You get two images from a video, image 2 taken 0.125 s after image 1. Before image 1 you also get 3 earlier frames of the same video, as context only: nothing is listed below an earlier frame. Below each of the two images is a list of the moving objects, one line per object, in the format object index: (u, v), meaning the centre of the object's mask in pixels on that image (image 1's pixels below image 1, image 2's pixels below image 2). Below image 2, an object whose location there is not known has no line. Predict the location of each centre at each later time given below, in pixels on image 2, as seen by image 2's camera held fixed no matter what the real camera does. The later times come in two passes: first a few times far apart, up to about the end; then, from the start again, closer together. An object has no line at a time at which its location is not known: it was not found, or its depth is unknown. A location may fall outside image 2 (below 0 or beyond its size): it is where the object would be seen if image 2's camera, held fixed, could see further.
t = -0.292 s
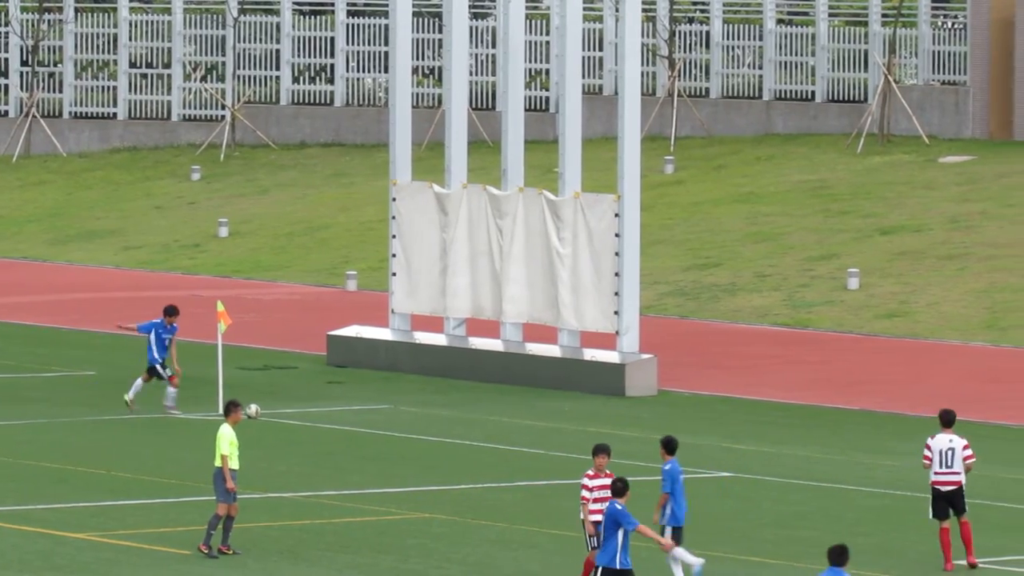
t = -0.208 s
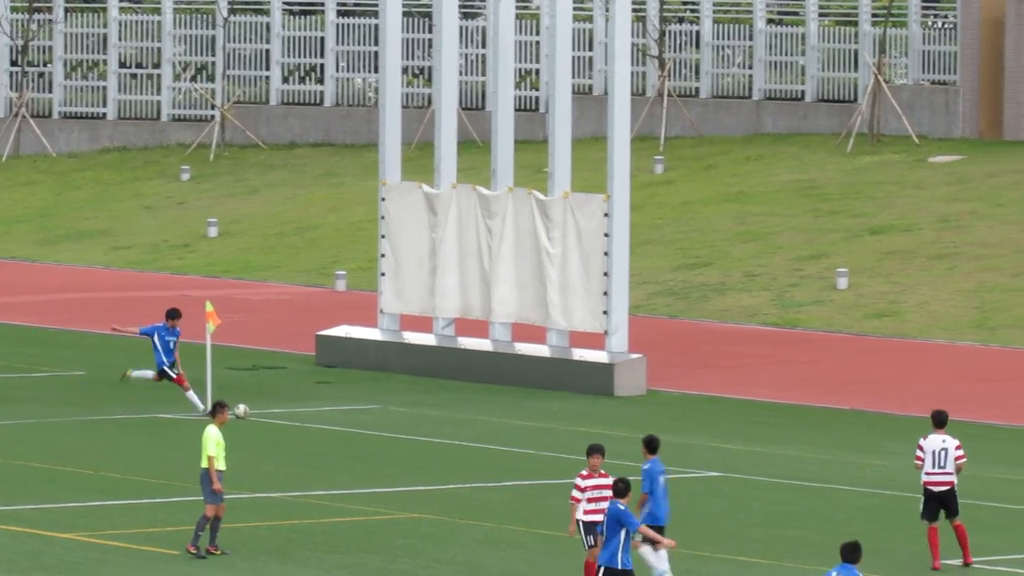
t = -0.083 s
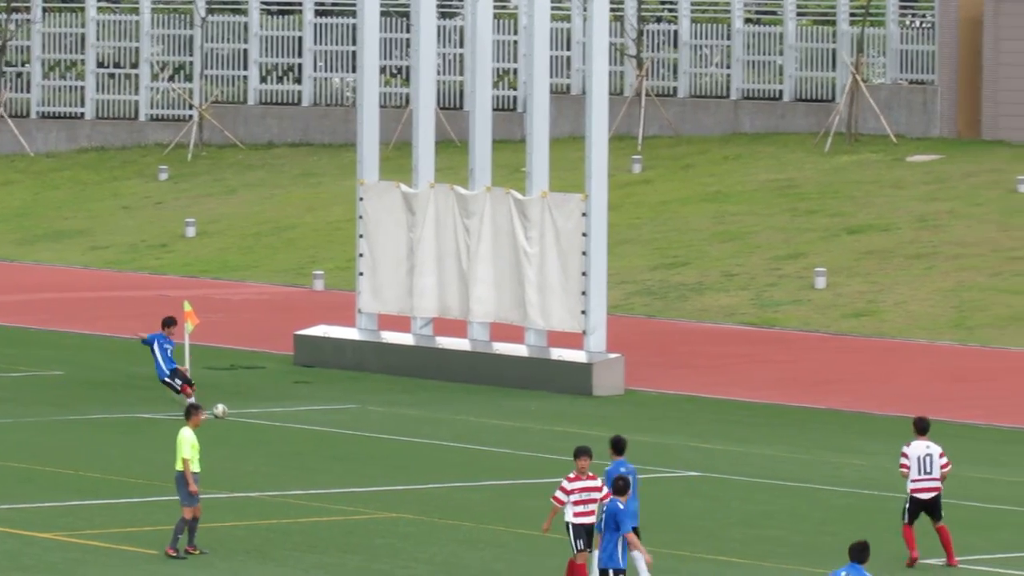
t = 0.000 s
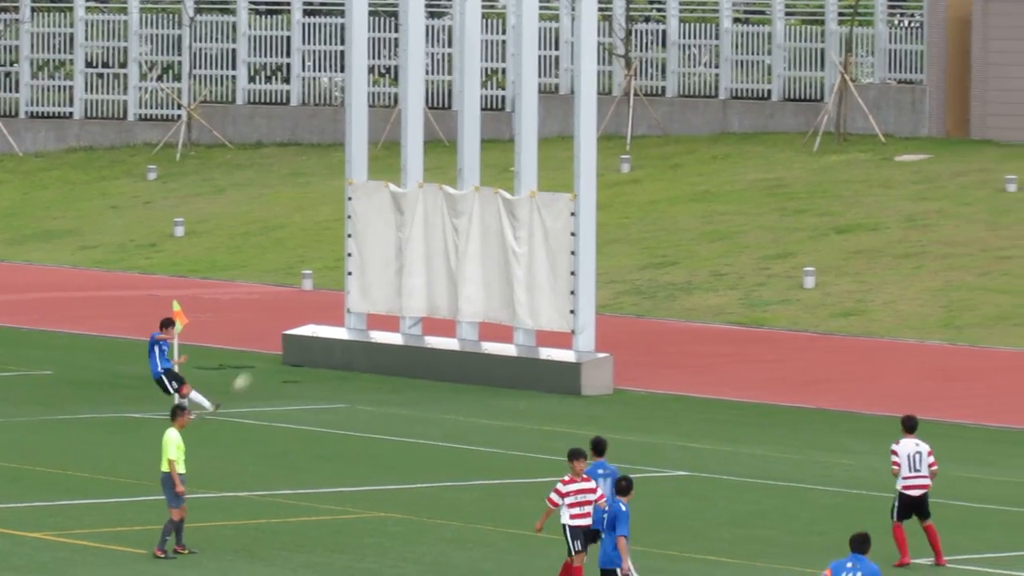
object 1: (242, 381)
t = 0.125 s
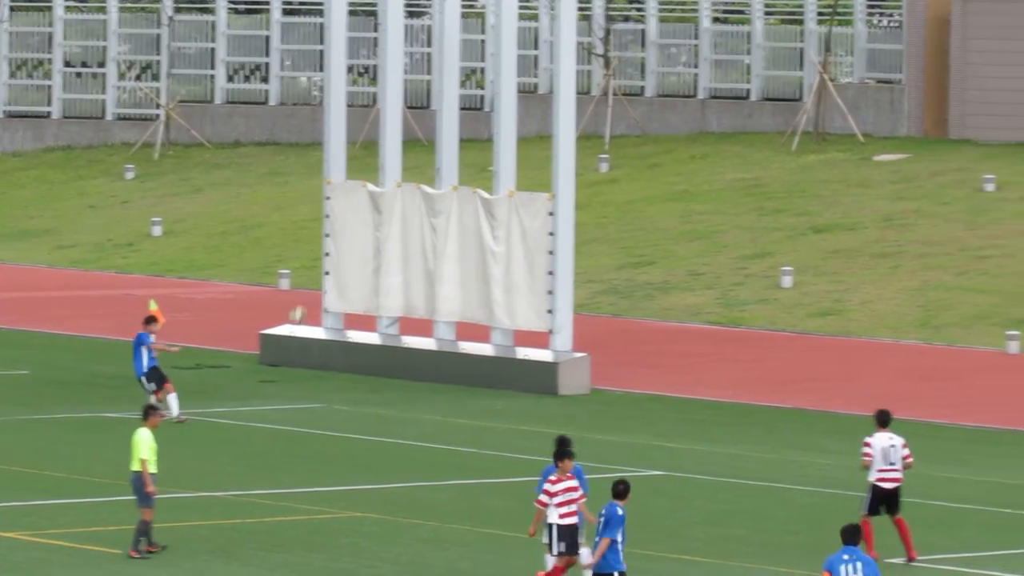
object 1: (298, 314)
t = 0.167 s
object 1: (321, 294)
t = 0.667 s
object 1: (590, 105)
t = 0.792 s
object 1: (652, 79)
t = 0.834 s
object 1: (672, 71)
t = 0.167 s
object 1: (321, 294)
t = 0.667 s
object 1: (590, 105)
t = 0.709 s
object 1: (611, 96)
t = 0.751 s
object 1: (633, 87)
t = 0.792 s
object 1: (652, 79)
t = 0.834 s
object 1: (672, 71)
